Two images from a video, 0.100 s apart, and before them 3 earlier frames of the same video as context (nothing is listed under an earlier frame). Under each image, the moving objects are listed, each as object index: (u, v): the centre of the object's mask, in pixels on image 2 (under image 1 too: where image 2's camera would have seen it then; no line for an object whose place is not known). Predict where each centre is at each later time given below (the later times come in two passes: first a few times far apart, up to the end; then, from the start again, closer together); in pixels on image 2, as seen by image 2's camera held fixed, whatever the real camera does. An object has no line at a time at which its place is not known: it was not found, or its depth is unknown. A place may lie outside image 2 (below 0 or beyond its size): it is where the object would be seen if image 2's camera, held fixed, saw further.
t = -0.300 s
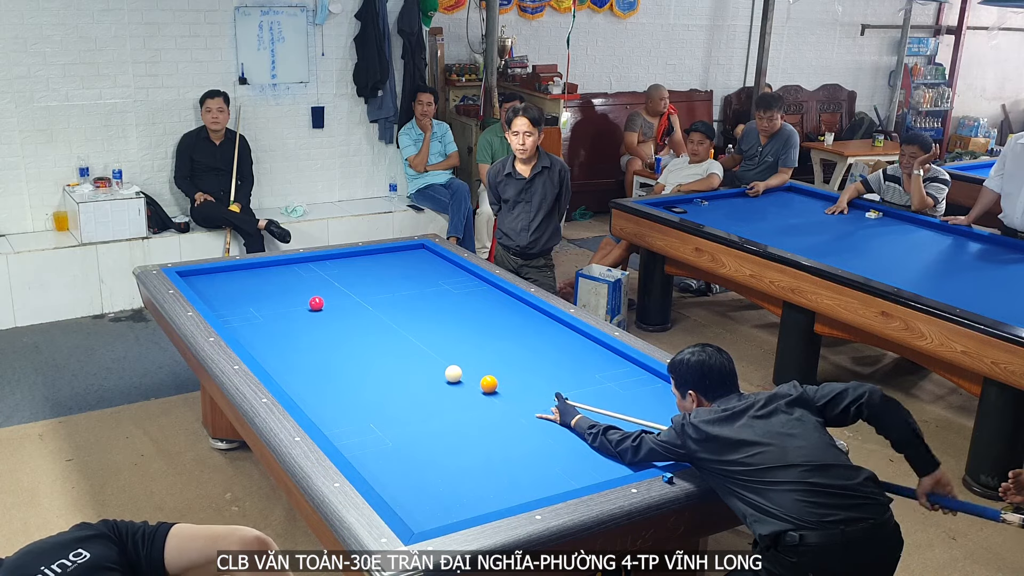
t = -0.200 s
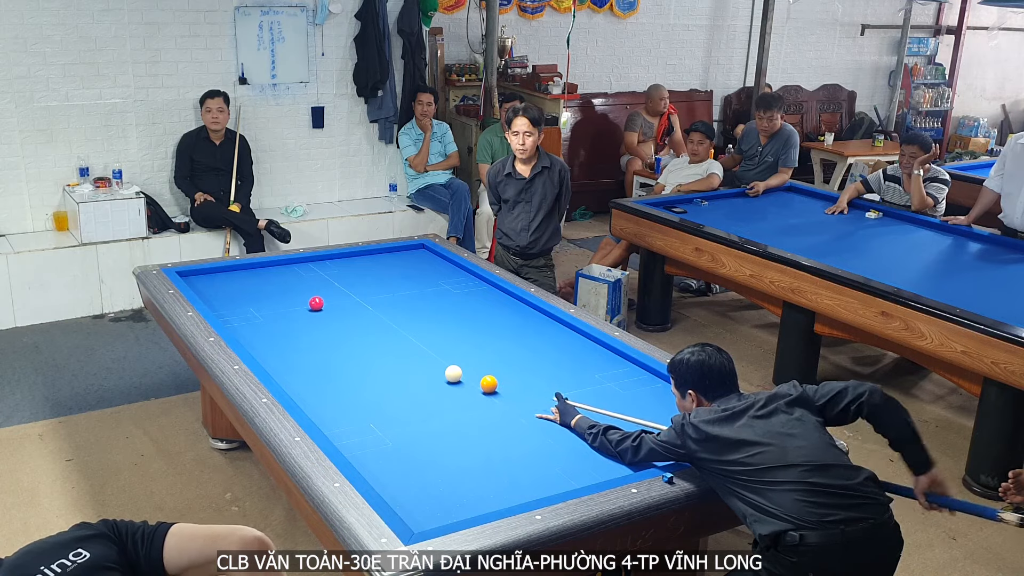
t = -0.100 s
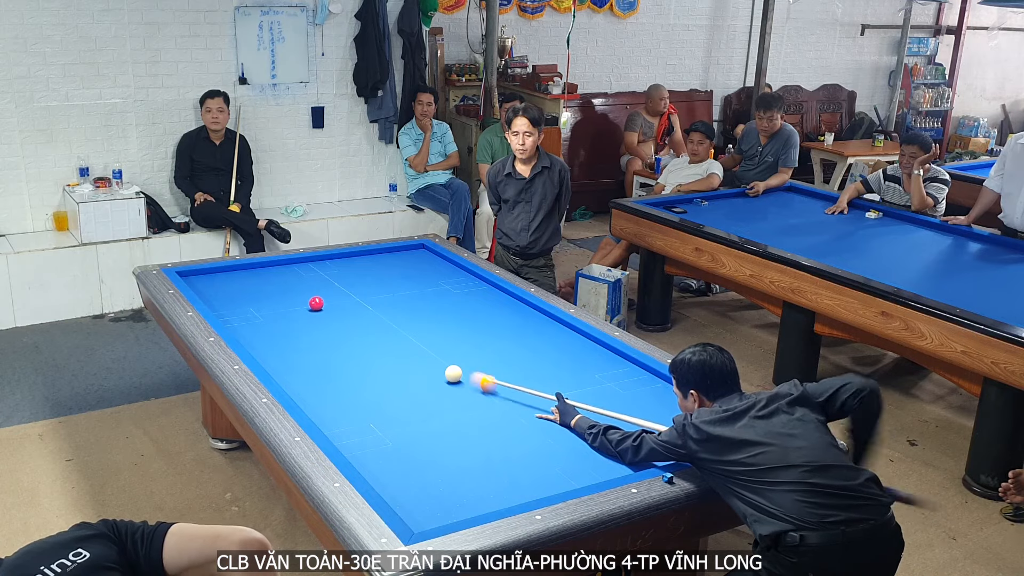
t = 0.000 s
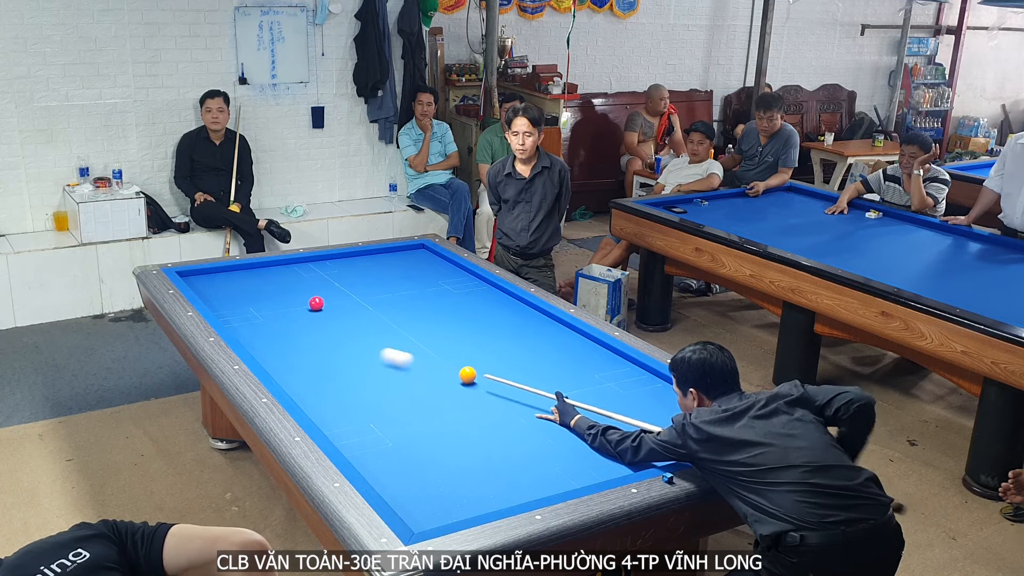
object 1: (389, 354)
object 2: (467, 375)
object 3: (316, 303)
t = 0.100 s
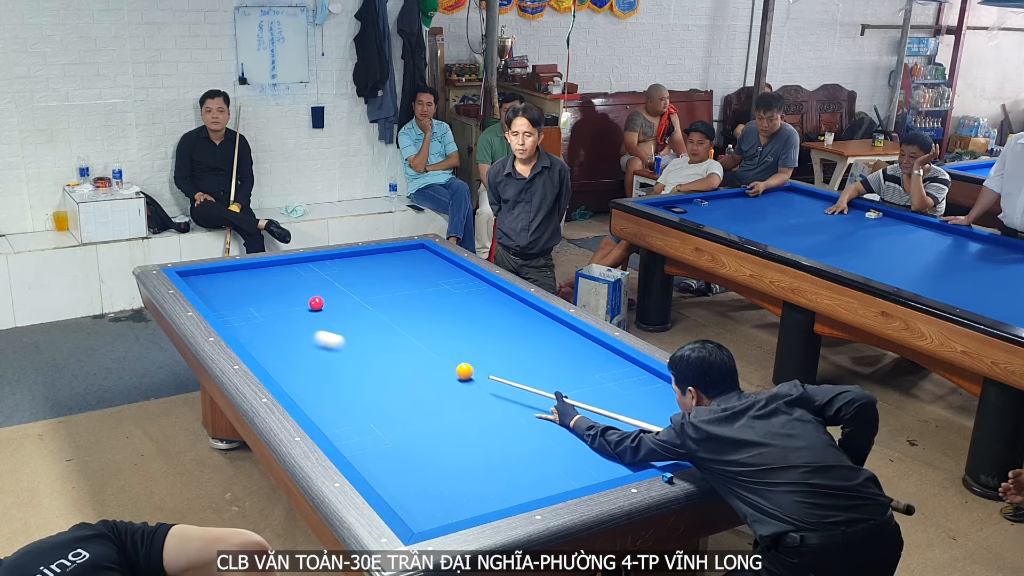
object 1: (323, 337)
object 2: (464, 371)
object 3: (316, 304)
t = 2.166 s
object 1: (523, 337)
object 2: (295, 300)
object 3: (263, 276)
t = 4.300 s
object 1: (382, 475)
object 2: (257, 294)
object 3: (253, 284)
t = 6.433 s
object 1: (415, 354)
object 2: (252, 301)
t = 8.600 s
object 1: (436, 290)
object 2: (252, 301)
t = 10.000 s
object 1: (445, 265)
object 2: (252, 301)
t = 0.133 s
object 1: (302, 332)
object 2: (462, 370)
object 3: (316, 303)
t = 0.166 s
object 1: (288, 328)
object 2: (460, 368)
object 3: (316, 303)
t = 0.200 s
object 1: (269, 324)
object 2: (457, 367)
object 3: (316, 303)
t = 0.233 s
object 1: (251, 319)
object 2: (454, 365)
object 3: (316, 303)
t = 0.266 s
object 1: (233, 314)
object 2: (450, 363)
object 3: (316, 303)
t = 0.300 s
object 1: (219, 309)
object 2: (446, 361)
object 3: (316, 303)
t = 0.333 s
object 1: (219, 304)
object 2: (442, 359)
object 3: (316, 304)
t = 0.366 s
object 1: (223, 299)
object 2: (437, 357)
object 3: (316, 304)
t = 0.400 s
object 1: (228, 293)
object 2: (432, 355)
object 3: (316, 303)
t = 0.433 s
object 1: (232, 289)
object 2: (428, 352)
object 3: (316, 303)
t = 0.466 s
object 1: (235, 284)
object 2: (423, 350)
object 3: (316, 303)
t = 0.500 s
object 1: (239, 280)
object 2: (418, 348)
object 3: (316, 303)
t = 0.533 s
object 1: (242, 276)
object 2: (413, 347)
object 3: (316, 304)
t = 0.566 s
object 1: (245, 271)
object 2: (409, 345)
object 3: (316, 303)
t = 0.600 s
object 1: (247, 268)
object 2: (404, 342)
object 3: (316, 303)
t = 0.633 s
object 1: (252, 266)
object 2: (400, 340)
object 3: (316, 303)
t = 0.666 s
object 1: (261, 268)
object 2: (395, 338)
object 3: (316, 303)
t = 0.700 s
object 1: (270, 269)
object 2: (391, 337)
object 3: (316, 303)
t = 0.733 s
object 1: (279, 271)
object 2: (386, 335)
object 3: (316, 303)
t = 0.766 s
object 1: (288, 273)
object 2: (382, 333)
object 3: (316, 304)
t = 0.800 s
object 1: (296, 274)
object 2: (378, 331)
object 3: (316, 303)
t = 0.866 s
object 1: (313, 276)
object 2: (369, 327)
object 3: (316, 303)
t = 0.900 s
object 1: (322, 278)
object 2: (365, 325)
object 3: (316, 303)
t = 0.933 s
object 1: (330, 278)
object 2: (361, 323)
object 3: (316, 303)
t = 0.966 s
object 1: (338, 280)
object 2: (357, 322)
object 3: (316, 303)
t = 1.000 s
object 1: (346, 280)
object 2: (353, 320)
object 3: (316, 303)
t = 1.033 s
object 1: (354, 282)
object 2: (349, 318)
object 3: (316, 304)
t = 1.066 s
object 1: (362, 283)
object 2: (345, 316)
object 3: (316, 303)
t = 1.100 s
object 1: (370, 284)
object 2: (341, 315)
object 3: (316, 304)
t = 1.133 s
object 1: (379, 284)
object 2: (337, 313)
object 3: (316, 303)
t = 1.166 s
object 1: (387, 286)
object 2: (333, 312)
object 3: (316, 304)
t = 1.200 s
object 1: (395, 287)
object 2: (330, 310)
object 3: (316, 303)
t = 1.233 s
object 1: (403, 288)
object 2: (326, 308)
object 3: (315, 303)
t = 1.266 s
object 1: (411, 289)
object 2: (324, 308)
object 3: (313, 302)
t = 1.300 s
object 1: (420, 290)
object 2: (323, 308)
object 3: (311, 301)
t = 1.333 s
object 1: (428, 291)
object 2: (322, 307)
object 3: (309, 300)
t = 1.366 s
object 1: (436, 292)
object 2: (321, 307)
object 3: (307, 299)
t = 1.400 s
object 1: (444, 293)
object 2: (320, 307)
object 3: (304, 297)
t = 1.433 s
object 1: (453, 294)
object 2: (318, 306)
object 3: (302, 296)
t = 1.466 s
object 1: (461, 295)
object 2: (317, 306)
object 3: (301, 295)
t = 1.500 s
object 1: (469, 296)
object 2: (316, 306)
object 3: (299, 294)
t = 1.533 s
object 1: (478, 297)
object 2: (315, 305)
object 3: (297, 293)
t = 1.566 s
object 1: (486, 298)
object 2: (314, 305)
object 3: (295, 292)
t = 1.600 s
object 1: (494, 299)
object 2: (313, 305)
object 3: (293, 291)
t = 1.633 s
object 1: (503, 300)
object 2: (312, 305)
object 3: (291, 290)
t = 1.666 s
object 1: (511, 301)
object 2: (310, 304)
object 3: (289, 289)
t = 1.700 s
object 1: (520, 302)
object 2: (309, 304)
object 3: (287, 288)
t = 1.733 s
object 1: (523, 304)
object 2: (308, 304)
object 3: (286, 287)
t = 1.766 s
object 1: (522, 307)
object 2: (307, 303)
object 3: (284, 286)
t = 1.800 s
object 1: (521, 309)
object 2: (306, 303)
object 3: (282, 285)
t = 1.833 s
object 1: (521, 312)
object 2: (305, 303)
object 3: (280, 285)
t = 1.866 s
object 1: (521, 314)
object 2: (304, 303)
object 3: (278, 284)
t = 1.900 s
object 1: (521, 317)
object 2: (303, 302)
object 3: (277, 283)
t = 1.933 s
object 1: (521, 319)
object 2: (302, 302)
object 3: (275, 282)
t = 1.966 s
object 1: (521, 321)
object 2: (301, 302)
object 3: (273, 281)
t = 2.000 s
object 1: (522, 324)
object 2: (300, 301)
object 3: (272, 280)
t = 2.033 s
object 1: (522, 327)
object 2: (299, 301)
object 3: (270, 279)
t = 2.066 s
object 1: (522, 329)
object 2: (298, 301)
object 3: (268, 278)
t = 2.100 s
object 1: (523, 332)
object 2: (297, 301)
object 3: (267, 277)
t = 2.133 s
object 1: (523, 334)
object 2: (296, 300)
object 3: (265, 276)
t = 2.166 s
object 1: (523, 337)
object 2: (295, 300)
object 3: (263, 276)
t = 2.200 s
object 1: (524, 340)
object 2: (294, 300)
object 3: (262, 275)
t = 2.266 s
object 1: (524, 345)
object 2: (292, 299)
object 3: (258, 273)
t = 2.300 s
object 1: (525, 348)
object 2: (291, 299)
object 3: (257, 272)
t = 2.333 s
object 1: (525, 351)
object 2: (291, 299)
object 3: (255, 272)
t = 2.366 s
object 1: (525, 354)
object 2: (290, 299)
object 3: (254, 271)
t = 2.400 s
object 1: (526, 357)
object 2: (289, 298)
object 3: (252, 270)
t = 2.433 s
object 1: (526, 360)
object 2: (288, 298)
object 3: (251, 269)
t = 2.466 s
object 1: (526, 363)
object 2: (287, 298)
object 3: (249, 268)
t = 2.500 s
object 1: (527, 366)
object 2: (286, 298)
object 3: (248, 268)
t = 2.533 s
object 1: (527, 369)
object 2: (286, 298)
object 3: (246, 267)
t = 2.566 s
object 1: (527, 372)
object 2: (285, 297)
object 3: (245, 266)
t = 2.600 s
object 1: (528, 375)
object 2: (284, 297)
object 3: (245, 267)
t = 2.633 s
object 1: (528, 379)
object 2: (283, 297)
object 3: (246, 268)
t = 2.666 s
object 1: (528, 382)
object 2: (282, 297)
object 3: (246, 268)
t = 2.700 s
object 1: (529, 385)
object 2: (281, 296)
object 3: (246, 269)
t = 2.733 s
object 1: (529, 389)
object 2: (280, 296)
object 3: (247, 269)
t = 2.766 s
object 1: (530, 392)
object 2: (280, 296)
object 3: (247, 270)
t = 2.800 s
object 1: (530, 396)
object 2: (279, 296)
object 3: (247, 270)
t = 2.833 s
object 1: (530, 399)
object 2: (278, 295)
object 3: (248, 271)
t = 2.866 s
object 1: (530, 403)
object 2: (278, 295)
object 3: (248, 271)
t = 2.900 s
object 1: (531, 406)
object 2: (277, 295)
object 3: (248, 272)
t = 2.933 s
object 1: (531, 410)
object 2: (276, 295)
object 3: (248, 272)
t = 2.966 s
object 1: (532, 413)
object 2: (275, 295)
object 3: (249, 273)
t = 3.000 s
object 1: (532, 417)
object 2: (275, 294)
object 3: (249, 273)
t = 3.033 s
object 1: (533, 421)
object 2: (274, 294)
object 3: (249, 274)
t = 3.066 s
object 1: (533, 425)
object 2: (273, 294)
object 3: (249, 274)
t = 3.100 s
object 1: (533, 429)
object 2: (273, 294)
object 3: (250, 275)
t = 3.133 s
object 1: (534, 433)
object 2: (272, 294)
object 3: (250, 276)
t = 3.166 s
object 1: (534, 437)
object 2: (271, 294)
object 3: (250, 276)
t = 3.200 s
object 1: (535, 441)
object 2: (270, 294)
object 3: (250, 276)
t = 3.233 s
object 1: (535, 446)
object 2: (270, 294)
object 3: (251, 277)
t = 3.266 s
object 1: (535, 450)
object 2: (269, 293)
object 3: (251, 277)
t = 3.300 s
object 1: (536, 454)
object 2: (268, 293)
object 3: (251, 278)
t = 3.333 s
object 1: (536, 458)
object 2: (268, 293)
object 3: (252, 279)
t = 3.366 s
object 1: (536, 463)
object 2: (267, 293)
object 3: (252, 279)
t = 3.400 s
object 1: (537, 467)
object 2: (267, 293)
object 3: (252, 280)
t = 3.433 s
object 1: (537, 472)
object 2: (266, 292)
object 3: (252, 280)
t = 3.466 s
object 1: (538, 477)
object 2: (266, 292)
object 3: (253, 281)
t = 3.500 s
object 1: (538, 481)
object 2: (265, 292)
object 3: (253, 281)
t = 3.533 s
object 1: (538, 486)
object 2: (264, 292)
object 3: (253, 281)
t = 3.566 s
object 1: (539, 489)
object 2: (264, 292)
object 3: (253, 282)
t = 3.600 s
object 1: (536, 491)
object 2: (263, 292)
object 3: (253, 282)
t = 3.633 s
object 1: (528, 491)
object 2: (263, 291)
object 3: (253, 282)
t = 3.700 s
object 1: (511, 489)
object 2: (261, 291)
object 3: (253, 283)
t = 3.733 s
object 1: (504, 488)
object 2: (261, 291)
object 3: (253, 283)
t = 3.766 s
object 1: (496, 487)
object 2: (261, 291)
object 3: (253, 283)
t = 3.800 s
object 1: (489, 487)
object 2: (260, 291)
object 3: (253, 284)
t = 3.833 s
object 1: (482, 486)
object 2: (260, 291)
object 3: (253, 284)
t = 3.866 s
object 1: (474, 485)
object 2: (259, 291)
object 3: (253, 284)
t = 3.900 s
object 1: (467, 484)
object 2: (259, 291)
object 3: (253, 284)
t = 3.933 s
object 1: (460, 484)
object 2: (259, 291)
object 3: (253, 284)
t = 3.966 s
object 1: (453, 483)
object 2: (259, 291)
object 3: (253, 284)
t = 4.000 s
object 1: (445, 482)
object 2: (259, 292)
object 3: (253, 284)
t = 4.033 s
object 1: (438, 481)
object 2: (258, 292)
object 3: (253, 284)
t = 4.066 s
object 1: (431, 481)
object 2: (258, 292)
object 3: (253, 284)
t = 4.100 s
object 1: (424, 480)
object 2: (258, 292)
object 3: (253, 284)
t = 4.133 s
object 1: (417, 479)
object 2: (258, 292)
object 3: (253, 284)
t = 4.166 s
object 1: (410, 478)
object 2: (258, 293)
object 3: (253, 284)
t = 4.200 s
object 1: (403, 477)
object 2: (258, 293)
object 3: (253, 284)
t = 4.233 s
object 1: (396, 476)
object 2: (257, 293)
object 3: (253, 284)
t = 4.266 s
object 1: (389, 476)
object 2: (257, 293)
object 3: (253, 284)
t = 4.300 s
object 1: (382, 475)
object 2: (257, 294)
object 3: (253, 284)
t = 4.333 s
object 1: (376, 474)
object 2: (257, 294)
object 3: (253, 284)
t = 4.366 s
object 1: (371, 472)
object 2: (257, 294)
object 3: (253, 284)
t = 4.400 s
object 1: (372, 470)
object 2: (256, 294)
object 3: (254, 284)
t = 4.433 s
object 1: (374, 468)
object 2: (256, 295)
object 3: (254, 284)
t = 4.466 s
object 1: (375, 465)
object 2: (256, 295)
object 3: (254, 284)
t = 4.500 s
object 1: (376, 463)
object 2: (256, 295)
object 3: (254, 284)
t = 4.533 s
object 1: (377, 460)
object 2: (256, 295)
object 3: (254, 285)
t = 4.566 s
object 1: (378, 457)
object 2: (256, 295)
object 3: (254, 285)
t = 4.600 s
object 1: (379, 455)
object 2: (256, 295)
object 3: (254, 285)
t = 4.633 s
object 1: (380, 452)
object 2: (255, 296)
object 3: (254, 285)
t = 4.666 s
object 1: (380, 450)
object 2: (255, 296)
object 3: (254, 285)
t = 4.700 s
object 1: (381, 448)
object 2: (255, 296)
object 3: (254, 285)
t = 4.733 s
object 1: (382, 445)
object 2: (255, 296)
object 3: (254, 285)
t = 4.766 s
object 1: (383, 443)
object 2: (255, 297)
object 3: (254, 285)
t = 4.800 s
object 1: (384, 440)
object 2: (255, 297)
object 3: (254, 285)
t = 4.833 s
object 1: (385, 438)
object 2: (255, 297)
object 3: (254, 285)
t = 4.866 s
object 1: (386, 436)
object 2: (254, 297)
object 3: (254, 285)
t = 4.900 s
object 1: (386, 434)
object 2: (254, 297)
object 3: (254, 285)
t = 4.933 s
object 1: (387, 431)
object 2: (254, 297)
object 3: (254, 285)
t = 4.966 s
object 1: (388, 429)
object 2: (254, 298)
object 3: (254, 285)
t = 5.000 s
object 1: (389, 427)
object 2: (254, 298)
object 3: (254, 285)
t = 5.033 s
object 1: (390, 425)
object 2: (254, 298)
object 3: (254, 285)
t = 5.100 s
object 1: (391, 421)
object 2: (253, 298)
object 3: (254, 286)
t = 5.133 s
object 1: (392, 419)
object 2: (253, 298)
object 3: (254, 286)
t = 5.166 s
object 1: (393, 417)
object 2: (253, 298)
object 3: (254, 286)
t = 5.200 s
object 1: (393, 415)
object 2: (253, 299)
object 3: (254, 286)
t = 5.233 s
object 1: (394, 413)
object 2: (253, 299)
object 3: (254, 286)
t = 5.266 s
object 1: (395, 411)
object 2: (253, 299)
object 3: (254, 286)
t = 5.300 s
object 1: (395, 409)
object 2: (253, 299)
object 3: (254, 286)
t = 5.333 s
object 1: (396, 407)
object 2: (253, 299)
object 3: (254, 286)
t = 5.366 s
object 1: (397, 405)
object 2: (253, 299)
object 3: (254, 286)
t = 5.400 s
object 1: (397, 403)
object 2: (252, 300)
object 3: (254, 286)
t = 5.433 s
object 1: (398, 401)
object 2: (252, 300)
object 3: (254, 286)
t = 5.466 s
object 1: (399, 399)
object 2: (252, 300)
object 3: (254, 286)
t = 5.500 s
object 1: (399, 397)
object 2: (252, 300)
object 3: (254, 286)
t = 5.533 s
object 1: (400, 396)
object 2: (252, 300)
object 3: (254, 286)
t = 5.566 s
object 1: (401, 394)
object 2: (252, 300)
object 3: (254, 286)
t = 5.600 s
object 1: (401, 392)
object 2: (252, 300)
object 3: (254, 286)
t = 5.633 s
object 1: (402, 390)
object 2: (252, 300)
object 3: (254, 286)
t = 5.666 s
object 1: (403, 389)
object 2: (252, 300)
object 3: (254, 286)
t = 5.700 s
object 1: (403, 387)
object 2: (252, 300)
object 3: (254, 286)
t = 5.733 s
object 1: (404, 385)
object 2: (252, 300)
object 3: (254, 286)
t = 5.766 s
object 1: (404, 384)
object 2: (252, 301)
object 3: (254, 286)
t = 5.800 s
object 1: (405, 382)
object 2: (252, 301)
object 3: (254, 286)
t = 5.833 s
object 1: (405, 381)
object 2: (252, 301)
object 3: (254, 286)
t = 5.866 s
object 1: (406, 379)
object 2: (252, 301)
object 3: (254, 286)
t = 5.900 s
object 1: (407, 377)
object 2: (252, 301)
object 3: (254, 286)
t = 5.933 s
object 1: (407, 376)
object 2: (252, 301)
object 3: (254, 286)
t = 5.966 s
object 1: (408, 374)
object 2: (252, 301)
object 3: (254, 286)
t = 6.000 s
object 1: (408, 373)
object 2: (252, 301)
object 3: (254, 286)
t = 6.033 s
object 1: (409, 371)
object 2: (252, 301)
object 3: (254, 286)
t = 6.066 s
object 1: (409, 370)
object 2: (252, 301)
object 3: (254, 286)
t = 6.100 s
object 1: (410, 368)
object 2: (252, 301)
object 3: (254, 286)
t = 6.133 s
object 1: (410, 367)
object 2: (252, 301)
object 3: (254, 286)
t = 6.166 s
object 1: (411, 365)
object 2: (252, 301)
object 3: (254, 286)
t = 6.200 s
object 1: (411, 364)
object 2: (252, 301)
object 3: (254, 286)
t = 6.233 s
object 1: (412, 362)
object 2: (252, 301)
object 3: (254, 286)
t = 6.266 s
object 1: (411, 361)
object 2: (252, 301)
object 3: (254, 286)
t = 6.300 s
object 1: (413, 359)
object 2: (252, 301)
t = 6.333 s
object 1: (413, 358)
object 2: (252, 301)
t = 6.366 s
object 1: (414, 357)
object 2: (252, 301)
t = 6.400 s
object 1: (414, 355)
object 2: (252, 301)
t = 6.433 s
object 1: (415, 354)
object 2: (252, 301)
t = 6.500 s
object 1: (416, 351)
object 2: (252, 301)
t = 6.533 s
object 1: (416, 350)
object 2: (252, 301)
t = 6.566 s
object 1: (410, 352)
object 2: (252, 301)
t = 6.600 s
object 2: (252, 301)
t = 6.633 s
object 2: (252, 301)
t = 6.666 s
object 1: (418, 345)
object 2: (252, 301)
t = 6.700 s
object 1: (418, 344)
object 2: (252, 301)
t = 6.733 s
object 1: (419, 342)
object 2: (252, 301)
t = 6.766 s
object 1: (419, 341)
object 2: (252, 301)
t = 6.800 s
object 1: (419, 340)
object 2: (252, 301)
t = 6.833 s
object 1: (420, 339)
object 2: (252, 301)
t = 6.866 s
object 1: (420, 338)
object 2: (252, 301)
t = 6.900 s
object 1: (421, 337)
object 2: (252, 301)
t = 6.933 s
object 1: (421, 336)
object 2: (248, 302)
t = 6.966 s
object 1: (421, 334)
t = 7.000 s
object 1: (422, 333)
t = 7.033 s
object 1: (422, 332)
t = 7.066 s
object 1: (423, 331)
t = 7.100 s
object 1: (423, 330)
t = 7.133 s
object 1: (423, 329)
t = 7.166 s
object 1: (424, 328)
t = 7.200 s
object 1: (424, 327)
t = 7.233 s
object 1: (424, 326)
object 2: (257, 302)
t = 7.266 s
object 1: (425, 325)
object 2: (254, 301)
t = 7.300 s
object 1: (425, 324)
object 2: (252, 301)
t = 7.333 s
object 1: (425, 322)
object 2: (252, 301)
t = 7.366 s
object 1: (426, 322)
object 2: (252, 301)
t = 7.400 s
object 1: (426, 321)
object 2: (252, 301)
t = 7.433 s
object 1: (427, 319)
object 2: (252, 301)
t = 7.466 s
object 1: (427, 319)
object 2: (252, 301)
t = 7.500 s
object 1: (427, 318)
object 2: (252, 301)
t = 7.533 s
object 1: (428, 317)
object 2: (252, 301)
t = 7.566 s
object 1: (428, 316)
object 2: (252, 301)
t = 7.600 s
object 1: (428, 315)
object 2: (252, 301)
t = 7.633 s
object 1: (428, 314)
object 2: (252, 301)
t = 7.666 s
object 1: (429, 313)
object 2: (252, 301)
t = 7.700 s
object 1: (429, 312)
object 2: (252, 301)
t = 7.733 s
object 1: (429, 311)
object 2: (252, 301)
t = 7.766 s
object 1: (430, 310)
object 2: (252, 301)
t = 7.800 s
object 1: (430, 309)
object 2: (252, 301)
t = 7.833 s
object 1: (430, 308)
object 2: (252, 301)
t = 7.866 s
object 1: (431, 308)
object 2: (252, 301)
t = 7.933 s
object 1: (431, 306)
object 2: (252, 301)
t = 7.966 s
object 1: (431, 305)
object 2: (252, 301)
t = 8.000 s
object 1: (432, 304)
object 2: (252, 301)
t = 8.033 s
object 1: (432, 303)
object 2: (252, 301)
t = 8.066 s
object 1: (432, 303)
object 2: (252, 301)
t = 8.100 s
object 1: (433, 302)
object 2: (252, 301)
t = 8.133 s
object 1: (433, 301)
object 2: (252, 301)
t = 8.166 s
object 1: (433, 300)
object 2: (252, 301)
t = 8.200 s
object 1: (433, 299)
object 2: (252, 301)
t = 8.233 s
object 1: (434, 299)
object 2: (252, 301)
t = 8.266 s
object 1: (434, 298)
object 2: (252, 301)
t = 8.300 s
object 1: (434, 297)
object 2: (252, 301)
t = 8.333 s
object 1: (434, 296)
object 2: (252, 301)
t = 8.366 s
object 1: (435, 295)
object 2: (252, 301)
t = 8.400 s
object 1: (435, 295)
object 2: (252, 301)
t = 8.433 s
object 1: (435, 294)
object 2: (252, 301)
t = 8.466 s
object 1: (435, 293)
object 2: (252, 301)
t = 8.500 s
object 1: (436, 292)
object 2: (252, 301)
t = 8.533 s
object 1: (436, 292)
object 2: (252, 301)
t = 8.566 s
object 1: (436, 291)
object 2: (252, 301)
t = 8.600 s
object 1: (436, 290)
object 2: (252, 301)
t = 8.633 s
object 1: (436, 290)
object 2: (252, 301)
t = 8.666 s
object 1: (437, 289)
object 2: (252, 301)
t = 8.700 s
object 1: (437, 288)
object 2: (252, 301)
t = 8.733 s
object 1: (437, 287)
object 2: (252, 301)
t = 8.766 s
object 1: (437, 287)
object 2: (252, 301)
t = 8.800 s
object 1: (438, 286)
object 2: (252, 301)
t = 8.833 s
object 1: (438, 285)
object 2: (252, 301)
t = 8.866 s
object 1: (438, 285)
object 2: (252, 301)
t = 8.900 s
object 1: (438, 284)
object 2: (252, 301)
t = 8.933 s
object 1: (439, 283)
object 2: (252, 301)
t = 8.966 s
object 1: (439, 283)
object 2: (252, 301)
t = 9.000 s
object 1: (439, 282)
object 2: (252, 301)
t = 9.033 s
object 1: (439, 281)
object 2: (252, 301)
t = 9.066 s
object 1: (439, 281)
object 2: (252, 301)
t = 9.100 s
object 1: (440, 280)
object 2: (252, 301)
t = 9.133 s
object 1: (440, 280)
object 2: (252, 301)
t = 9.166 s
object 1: (440, 279)
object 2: (252, 301)
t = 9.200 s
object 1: (440, 278)
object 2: (252, 301)
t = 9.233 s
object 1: (440, 278)
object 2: (252, 301)
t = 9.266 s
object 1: (441, 277)
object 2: (252, 301)
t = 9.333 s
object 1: (441, 276)
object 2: (252, 301)
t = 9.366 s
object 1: (441, 275)
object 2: (252, 301)
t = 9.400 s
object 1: (441, 275)
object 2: (252, 301)
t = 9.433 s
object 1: (442, 274)
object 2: (252, 301)
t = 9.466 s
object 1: (442, 274)
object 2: (252, 301)
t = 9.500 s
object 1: (442, 273)
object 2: (252, 301)
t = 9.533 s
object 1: (442, 273)
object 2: (252, 301)
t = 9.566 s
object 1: (443, 272)
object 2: (252, 301)
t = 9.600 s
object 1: (443, 272)
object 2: (252, 301)
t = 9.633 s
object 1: (443, 271)
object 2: (252, 301)
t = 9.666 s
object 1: (443, 271)
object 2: (252, 301)
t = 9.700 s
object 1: (443, 270)
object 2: (252, 301)
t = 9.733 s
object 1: (443, 269)
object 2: (252, 301)
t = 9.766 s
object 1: (443, 269)
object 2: (252, 301)
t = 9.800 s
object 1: (444, 268)
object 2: (252, 301)
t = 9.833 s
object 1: (444, 268)
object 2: (252, 301)
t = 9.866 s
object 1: (444, 268)
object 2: (252, 301)
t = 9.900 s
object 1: (444, 267)
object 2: (252, 301)
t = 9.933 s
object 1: (444, 266)
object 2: (252, 301)
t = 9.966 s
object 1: (445, 266)
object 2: (252, 301)
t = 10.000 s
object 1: (445, 265)
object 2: (252, 301)
